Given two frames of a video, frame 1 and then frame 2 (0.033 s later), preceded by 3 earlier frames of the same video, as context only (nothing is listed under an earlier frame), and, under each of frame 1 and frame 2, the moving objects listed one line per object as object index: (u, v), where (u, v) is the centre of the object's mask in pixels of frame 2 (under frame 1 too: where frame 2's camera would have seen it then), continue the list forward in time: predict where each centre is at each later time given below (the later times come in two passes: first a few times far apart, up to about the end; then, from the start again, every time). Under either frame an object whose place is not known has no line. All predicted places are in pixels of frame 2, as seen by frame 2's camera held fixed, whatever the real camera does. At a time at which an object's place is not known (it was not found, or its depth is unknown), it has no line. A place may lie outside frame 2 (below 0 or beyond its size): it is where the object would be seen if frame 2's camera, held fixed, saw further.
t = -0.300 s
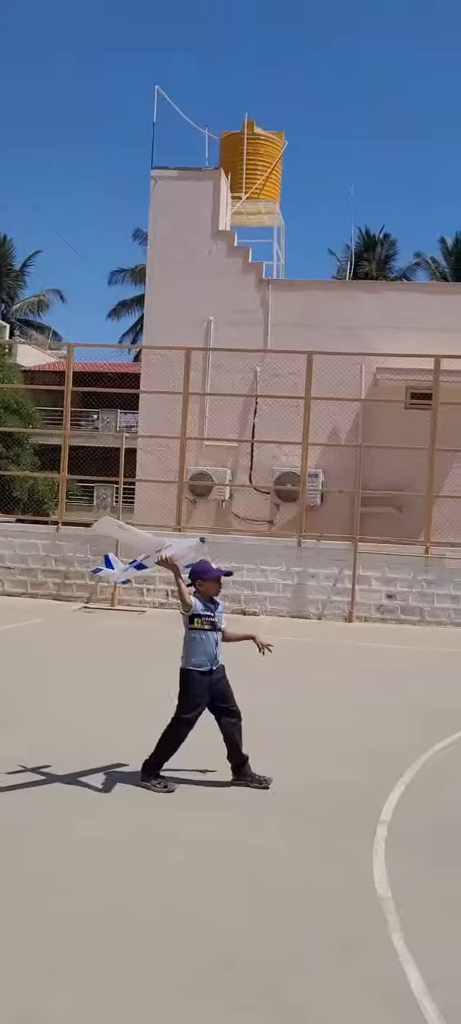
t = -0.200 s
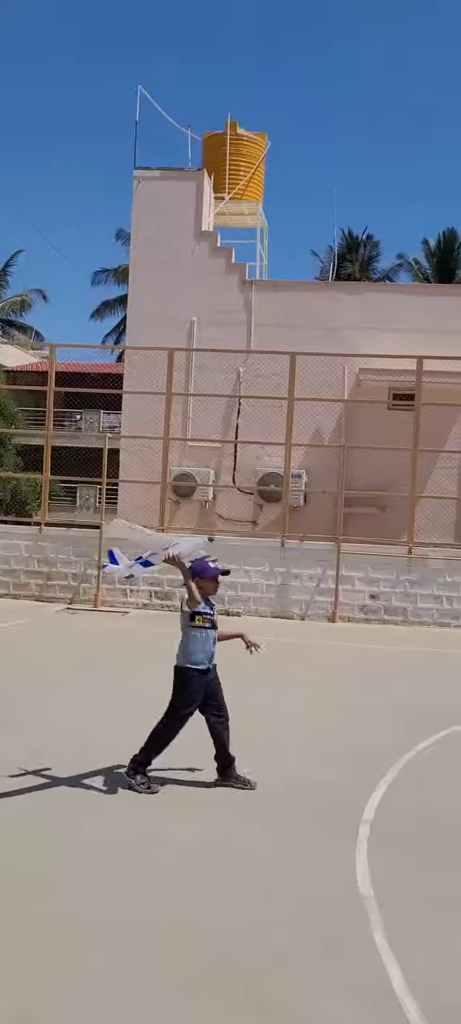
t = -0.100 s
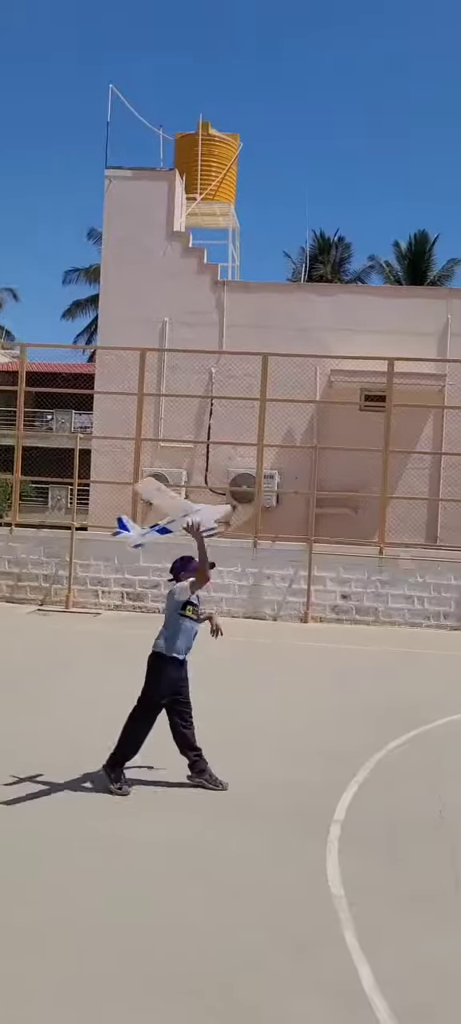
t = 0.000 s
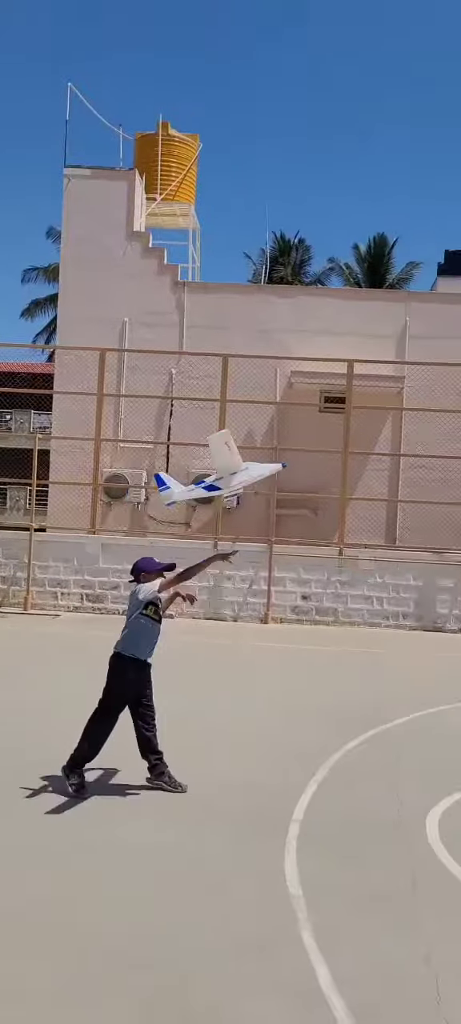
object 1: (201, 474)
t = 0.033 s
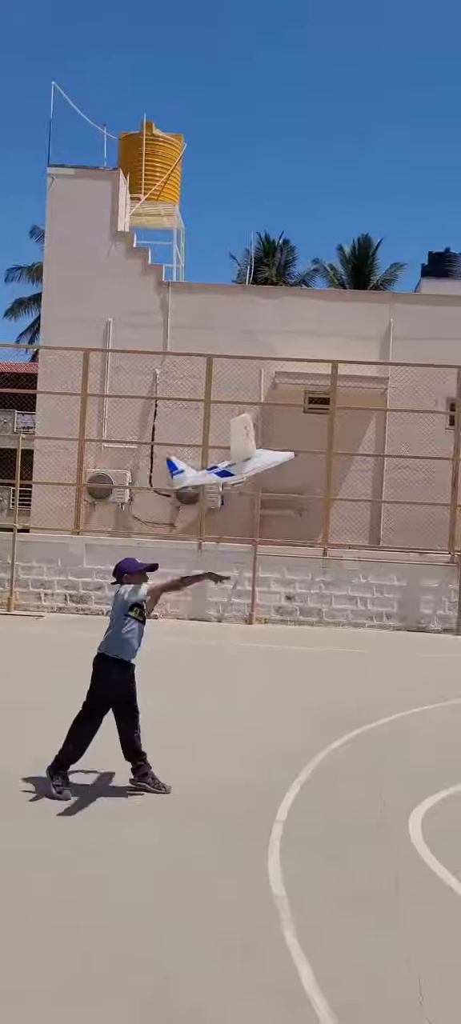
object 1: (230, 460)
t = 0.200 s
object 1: (357, 402)
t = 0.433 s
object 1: (492, 377)
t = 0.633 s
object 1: (572, 406)
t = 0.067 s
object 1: (257, 448)
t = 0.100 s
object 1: (283, 435)
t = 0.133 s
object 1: (308, 423)
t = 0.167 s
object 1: (334, 412)
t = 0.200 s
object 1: (357, 402)
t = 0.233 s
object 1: (379, 394)
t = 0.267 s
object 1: (400, 388)
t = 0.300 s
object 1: (420, 383)
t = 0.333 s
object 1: (439, 380)
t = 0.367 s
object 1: (458, 378)
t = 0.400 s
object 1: (475, 378)
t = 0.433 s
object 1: (492, 377)
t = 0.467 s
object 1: (506, 380)
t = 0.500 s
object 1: (521, 383)
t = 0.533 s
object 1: (535, 387)
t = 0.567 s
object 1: (547, 393)
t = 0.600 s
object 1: (559, 398)
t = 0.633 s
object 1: (572, 406)
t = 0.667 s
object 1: (583, 413)
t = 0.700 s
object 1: (594, 421)
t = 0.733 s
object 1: (605, 429)
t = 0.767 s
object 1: (615, 439)
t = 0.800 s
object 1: (626, 448)
